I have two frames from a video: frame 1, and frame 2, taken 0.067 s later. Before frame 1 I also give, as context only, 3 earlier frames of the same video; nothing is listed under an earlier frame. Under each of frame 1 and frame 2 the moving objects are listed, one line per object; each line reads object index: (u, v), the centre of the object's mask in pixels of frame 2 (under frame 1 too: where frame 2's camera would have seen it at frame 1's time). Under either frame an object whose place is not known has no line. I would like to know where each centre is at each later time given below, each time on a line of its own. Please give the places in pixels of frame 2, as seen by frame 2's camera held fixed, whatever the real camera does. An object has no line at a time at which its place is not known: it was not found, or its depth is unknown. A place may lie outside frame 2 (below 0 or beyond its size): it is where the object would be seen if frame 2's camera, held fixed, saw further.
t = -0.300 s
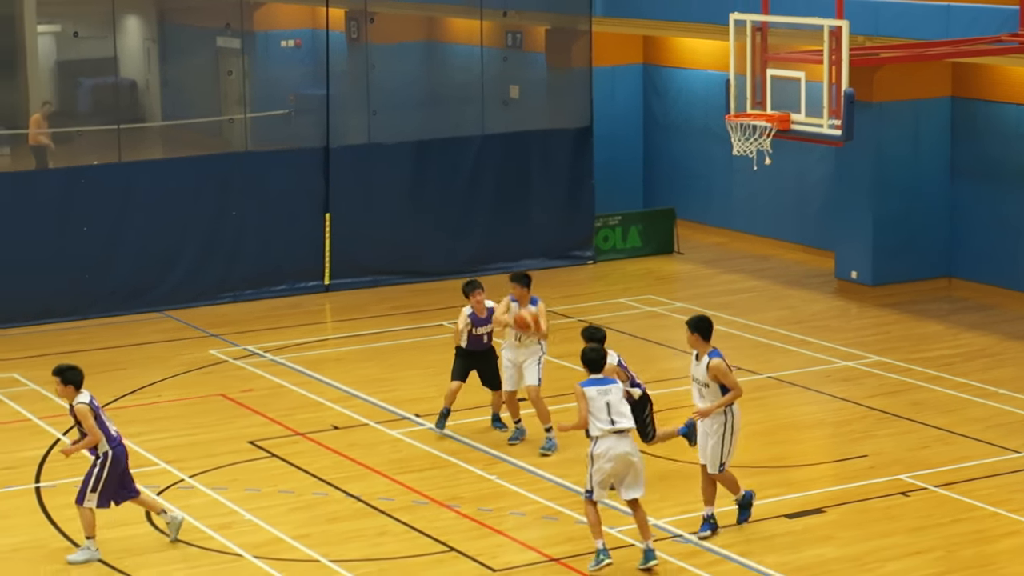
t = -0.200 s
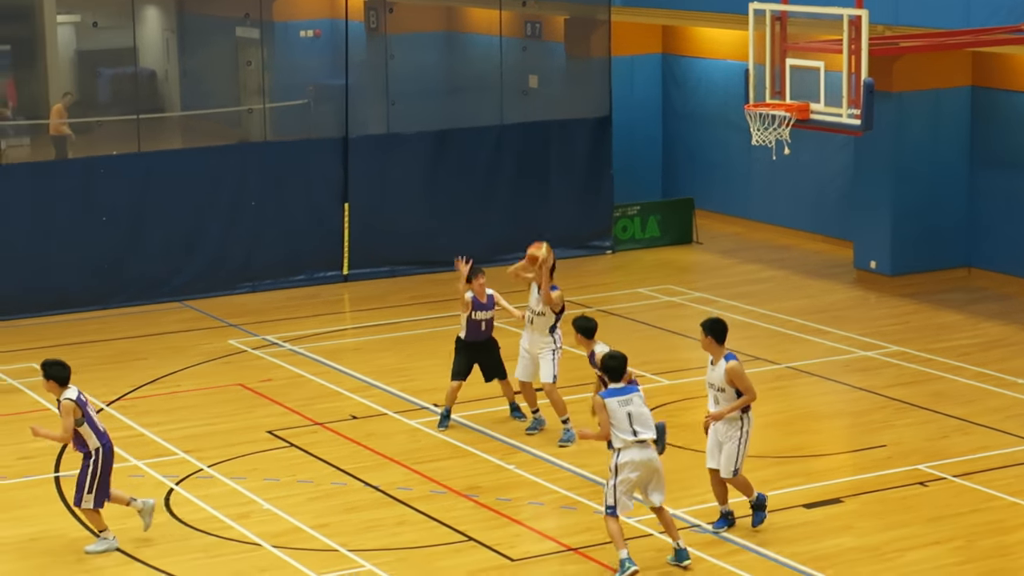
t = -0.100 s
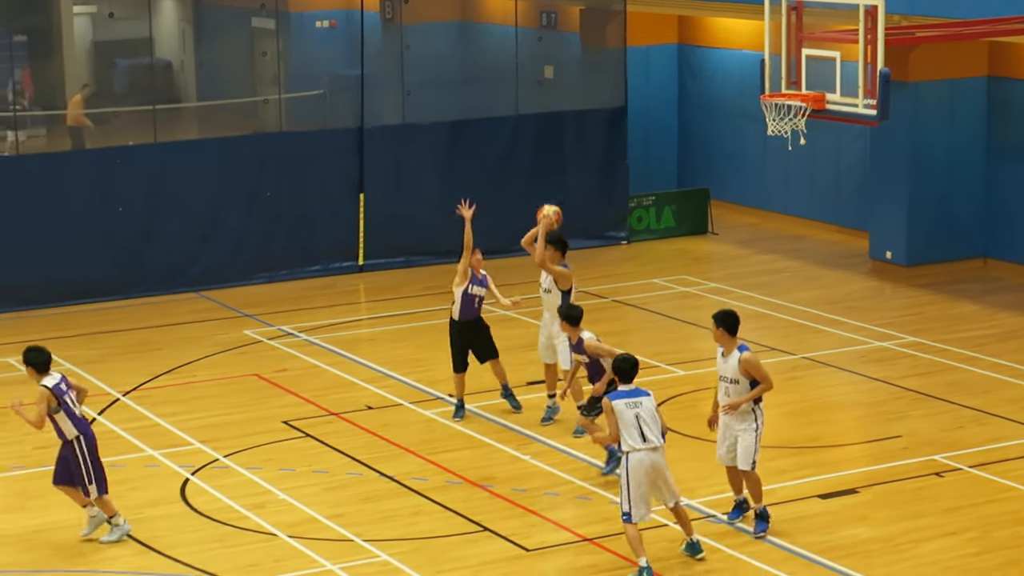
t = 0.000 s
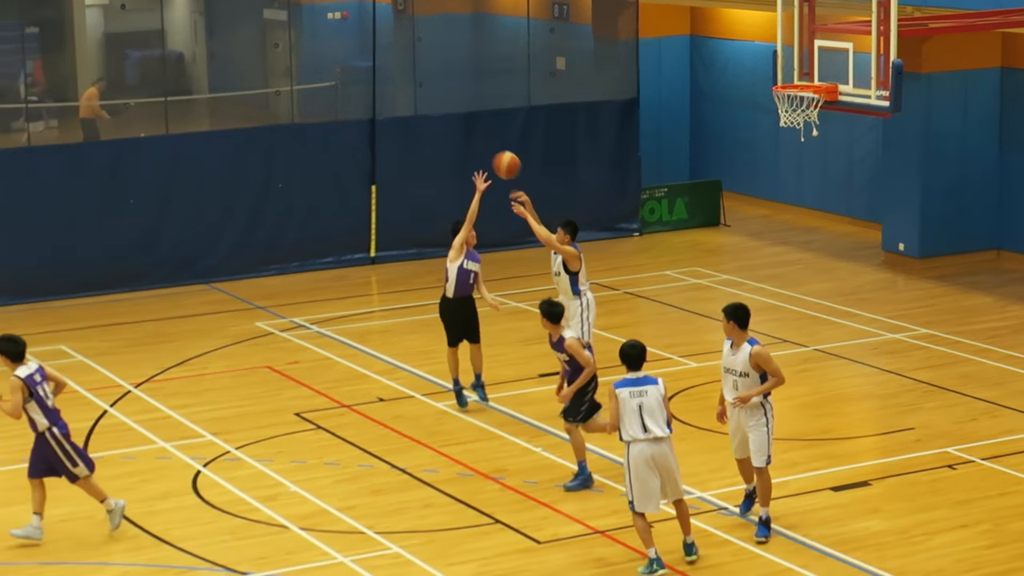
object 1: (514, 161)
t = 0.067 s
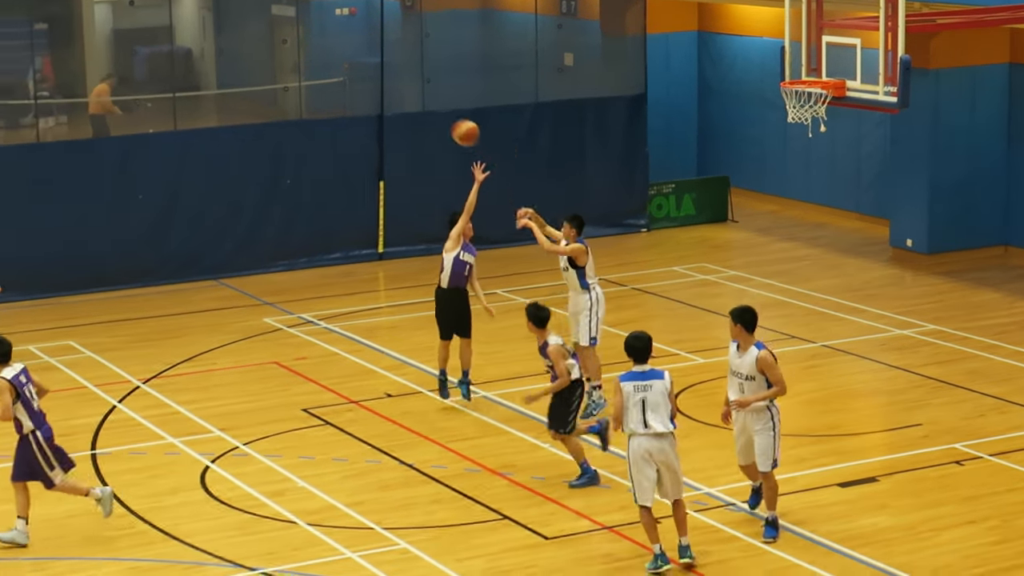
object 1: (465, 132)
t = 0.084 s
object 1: (453, 126)
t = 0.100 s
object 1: (441, 120)
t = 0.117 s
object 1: (430, 114)
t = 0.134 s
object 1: (417, 109)
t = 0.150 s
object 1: (406, 104)
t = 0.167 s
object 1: (394, 99)
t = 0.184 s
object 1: (383, 94)
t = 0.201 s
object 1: (372, 91)
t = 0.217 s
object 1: (360, 87)
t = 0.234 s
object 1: (349, 83)
